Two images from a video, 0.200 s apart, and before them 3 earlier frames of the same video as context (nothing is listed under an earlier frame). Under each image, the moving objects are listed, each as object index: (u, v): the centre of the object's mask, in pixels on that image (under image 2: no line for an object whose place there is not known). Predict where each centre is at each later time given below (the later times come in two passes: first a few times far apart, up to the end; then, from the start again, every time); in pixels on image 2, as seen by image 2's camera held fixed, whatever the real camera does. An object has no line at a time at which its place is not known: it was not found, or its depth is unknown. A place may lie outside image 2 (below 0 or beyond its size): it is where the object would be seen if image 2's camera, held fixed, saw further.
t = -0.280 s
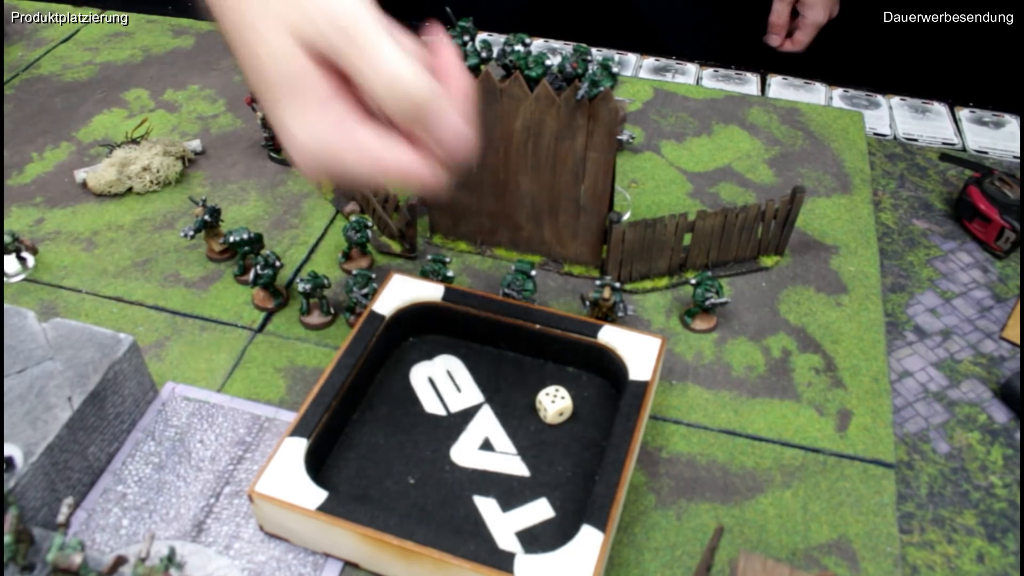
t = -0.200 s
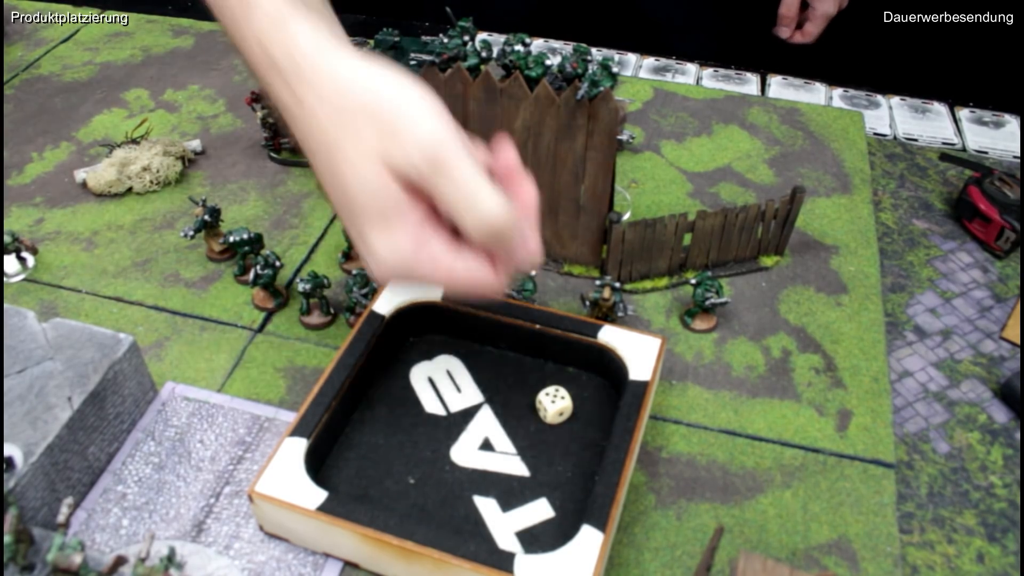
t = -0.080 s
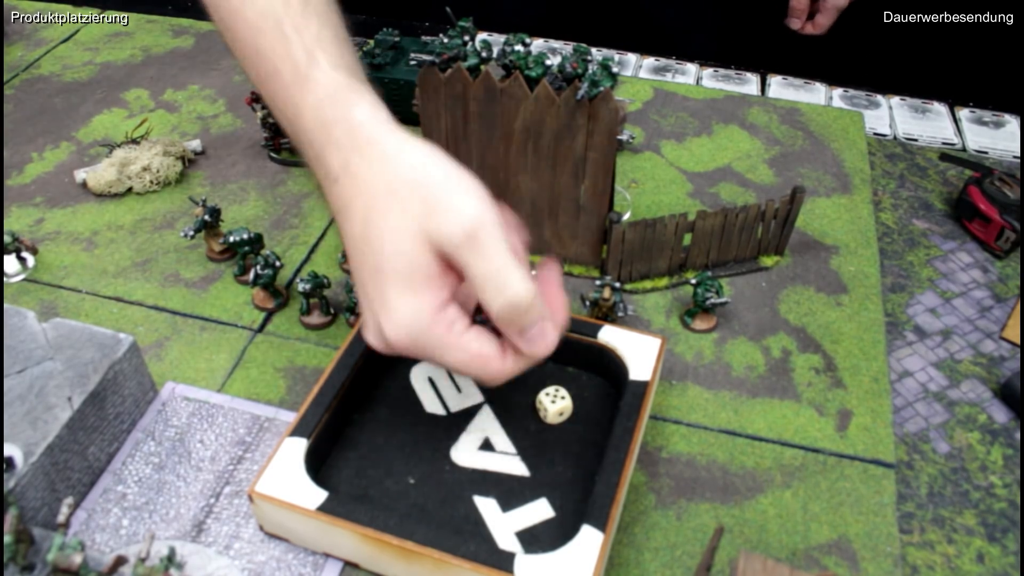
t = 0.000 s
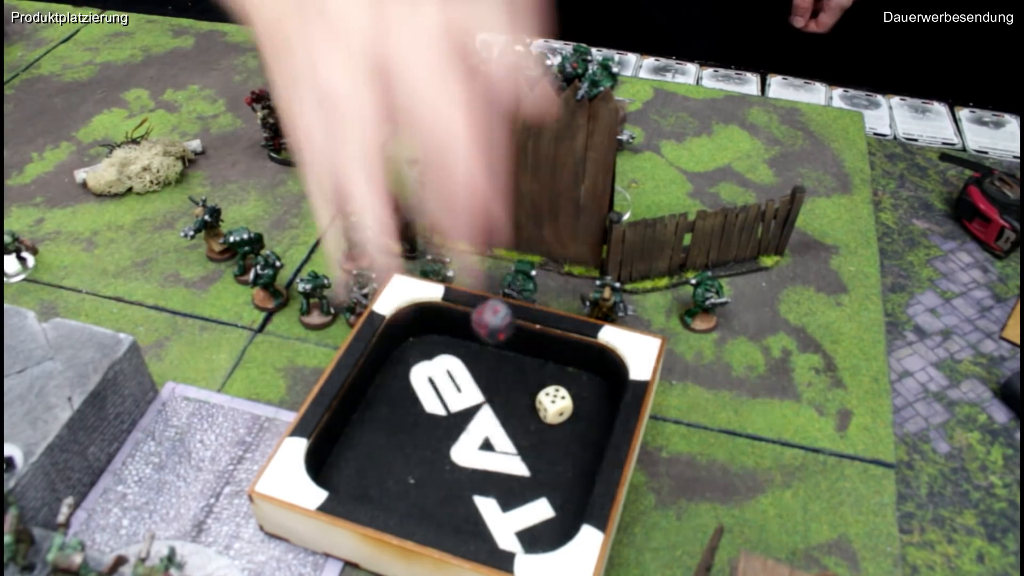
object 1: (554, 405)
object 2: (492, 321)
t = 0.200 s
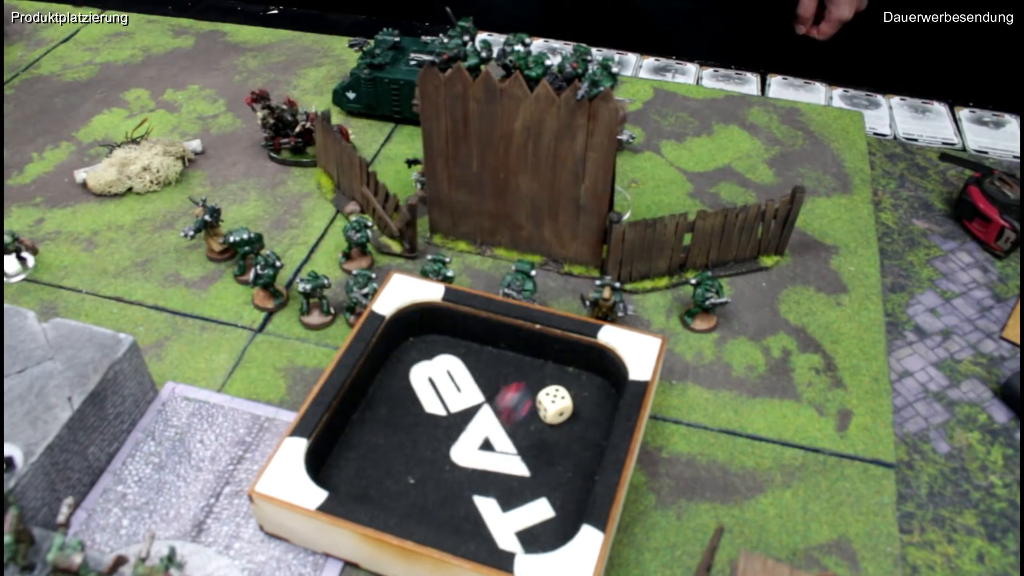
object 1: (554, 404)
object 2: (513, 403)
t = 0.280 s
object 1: (557, 408)
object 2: (539, 387)
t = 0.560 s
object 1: (578, 379)
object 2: (461, 370)
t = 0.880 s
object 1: (578, 390)
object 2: (450, 353)
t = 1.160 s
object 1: (578, 390)
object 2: (450, 353)
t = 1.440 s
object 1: (578, 390)
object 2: (451, 353)
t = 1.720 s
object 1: (578, 389)
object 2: (451, 353)
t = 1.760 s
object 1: (578, 390)
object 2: (451, 353)
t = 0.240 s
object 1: (556, 405)
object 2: (527, 387)
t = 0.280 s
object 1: (557, 408)
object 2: (539, 387)
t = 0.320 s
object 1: (564, 401)
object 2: (539, 387)
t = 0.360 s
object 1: (567, 397)
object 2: (532, 391)
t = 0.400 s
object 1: (574, 394)
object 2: (517, 394)
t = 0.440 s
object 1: (580, 390)
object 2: (500, 389)
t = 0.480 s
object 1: (581, 383)
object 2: (482, 381)
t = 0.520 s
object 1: (579, 380)
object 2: (470, 375)
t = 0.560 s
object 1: (578, 379)
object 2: (461, 370)
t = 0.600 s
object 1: (576, 381)
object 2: (459, 364)
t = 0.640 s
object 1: (576, 387)
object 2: (456, 358)
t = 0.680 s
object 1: (580, 391)
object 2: (451, 355)
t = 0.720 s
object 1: (579, 391)
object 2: (449, 351)
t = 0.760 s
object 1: (577, 389)
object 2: (451, 354)
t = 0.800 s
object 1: (578, 390)
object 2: (451, 354)
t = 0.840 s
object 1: (578, 389)
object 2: (450, 353)
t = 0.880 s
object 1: (578, 390)
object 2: (450, 353)
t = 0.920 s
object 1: (578, 390)
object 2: (451, 353)
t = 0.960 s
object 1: (578, 390)
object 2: (451, 353)
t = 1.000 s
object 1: (578, 390)
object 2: (450, 353)
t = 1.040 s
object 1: (578, 390)
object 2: (450, 353)
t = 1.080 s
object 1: (578, 390)
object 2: (450, 353)
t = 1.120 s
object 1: (578, 390)
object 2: (450, 353)
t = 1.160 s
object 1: (578, 390)
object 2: (450, 353)
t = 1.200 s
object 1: (578, 389)
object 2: (450, 353)
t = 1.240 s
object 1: (578, 390)
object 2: (451, 353)
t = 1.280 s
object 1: (578, 390)
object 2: (451, 353)
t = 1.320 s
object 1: (578, 389)
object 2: (451, 353)
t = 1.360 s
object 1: (578, 390)
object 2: (451, 353)
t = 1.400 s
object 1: (578, 390)
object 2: (451, 353)
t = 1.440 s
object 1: (578, 390)
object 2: (451, 353)
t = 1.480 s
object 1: (578, 389)
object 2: (450, 353)
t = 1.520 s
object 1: (578, 390)
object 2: (451, 353)
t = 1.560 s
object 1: (578, 389)
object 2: (451, 353)
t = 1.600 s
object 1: (578, 390)
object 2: (451, 353)
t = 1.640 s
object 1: (578, 390)
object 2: (450, 353)
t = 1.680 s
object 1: (578, 390)
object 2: (450, 353)
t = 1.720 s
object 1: (578, 389)
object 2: (451, 353)
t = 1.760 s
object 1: (578, 390)
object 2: (451, 353)
